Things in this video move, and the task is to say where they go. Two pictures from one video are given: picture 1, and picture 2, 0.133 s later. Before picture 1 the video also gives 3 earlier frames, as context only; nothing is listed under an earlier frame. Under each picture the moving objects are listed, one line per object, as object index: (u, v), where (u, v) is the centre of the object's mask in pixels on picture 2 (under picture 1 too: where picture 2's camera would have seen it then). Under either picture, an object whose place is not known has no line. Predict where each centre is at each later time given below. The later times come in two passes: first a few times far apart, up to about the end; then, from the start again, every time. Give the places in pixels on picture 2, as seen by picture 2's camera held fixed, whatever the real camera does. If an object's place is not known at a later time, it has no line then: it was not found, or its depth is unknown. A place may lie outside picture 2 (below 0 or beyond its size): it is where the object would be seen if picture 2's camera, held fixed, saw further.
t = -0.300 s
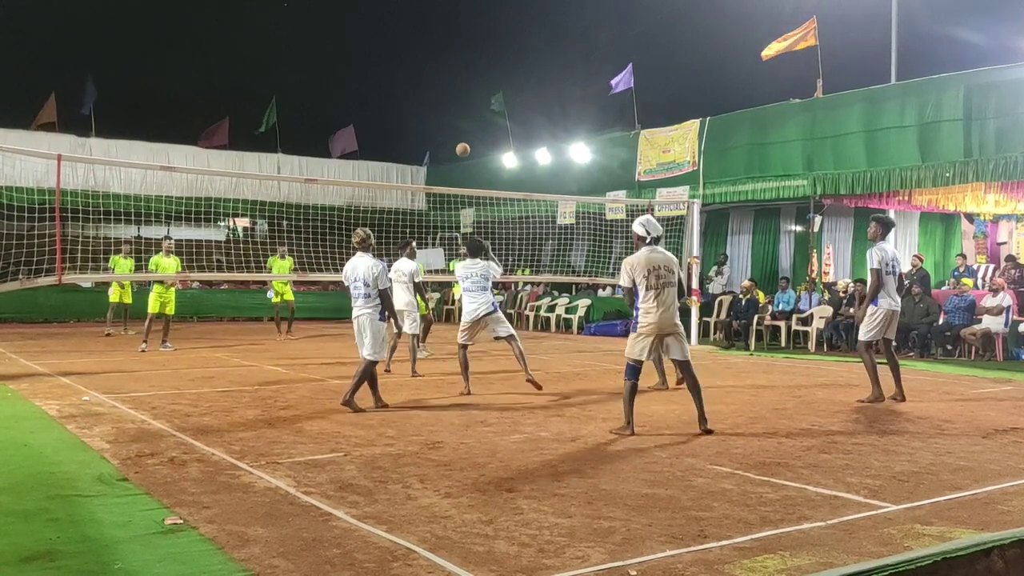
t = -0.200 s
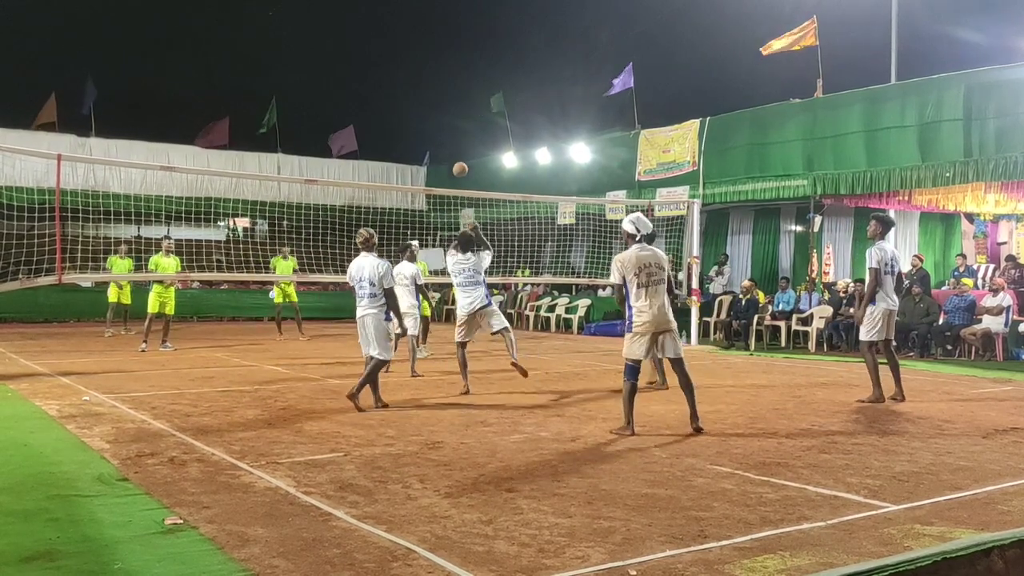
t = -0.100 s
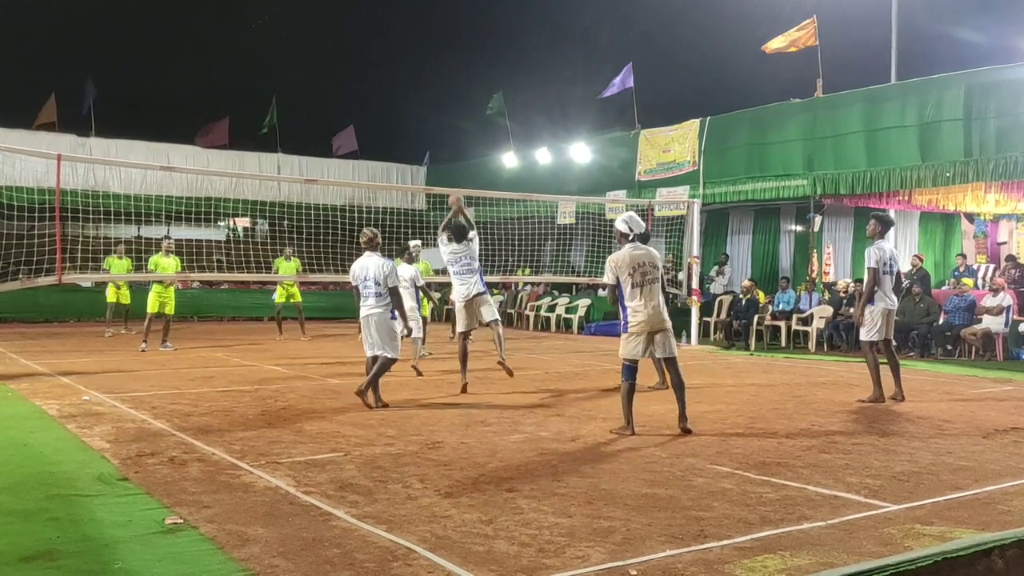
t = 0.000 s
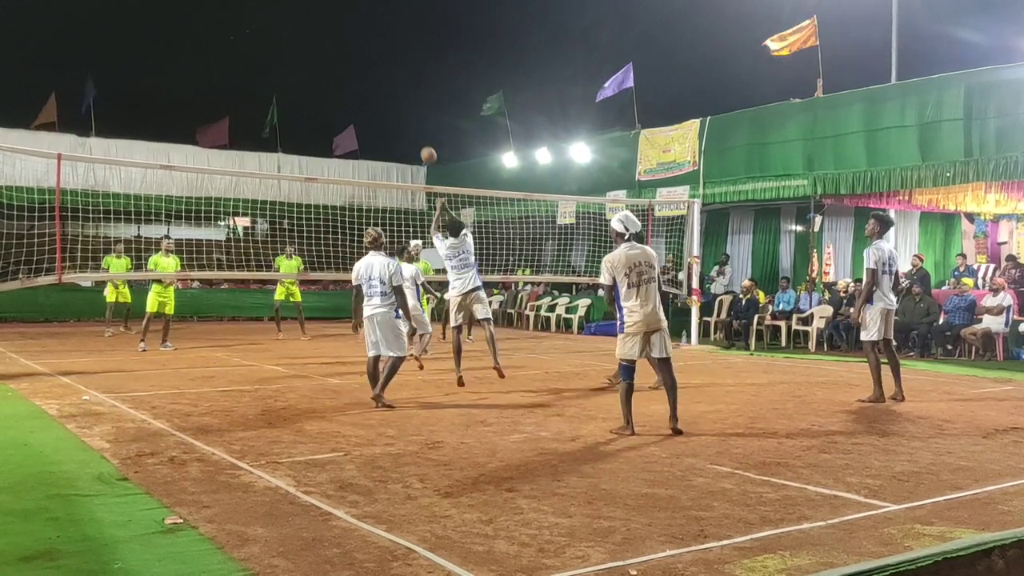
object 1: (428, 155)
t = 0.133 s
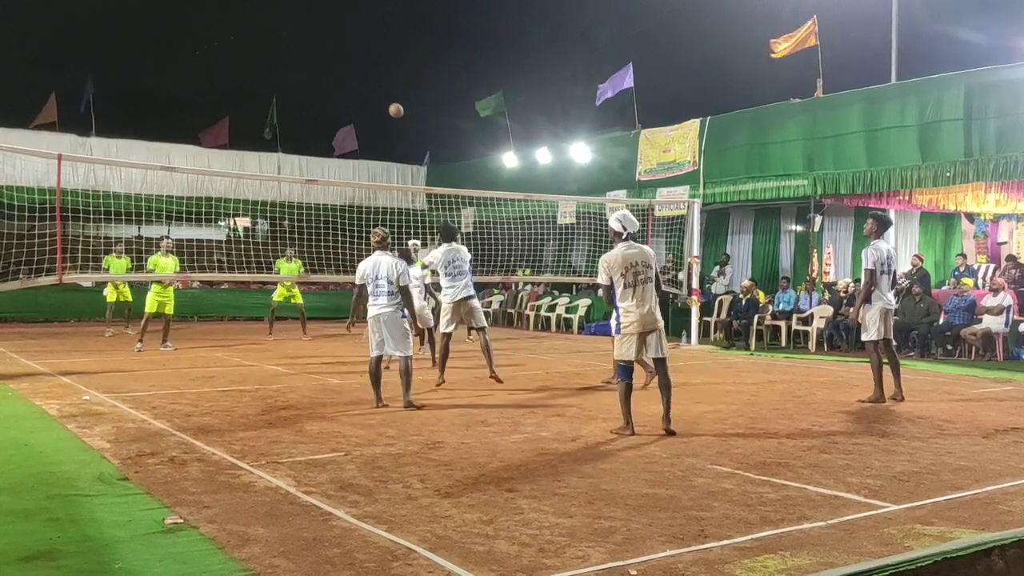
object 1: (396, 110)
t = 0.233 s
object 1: (374, 90)
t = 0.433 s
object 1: (339, 79)
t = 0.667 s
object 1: (306, 100)
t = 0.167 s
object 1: (389, 102)
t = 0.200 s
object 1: (382, 96)
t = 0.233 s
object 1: (374, 90)
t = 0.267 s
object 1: (368, 86)
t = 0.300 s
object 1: (362, 83)
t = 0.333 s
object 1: (356, 81)
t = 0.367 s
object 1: (350, 79)
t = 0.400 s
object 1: (345, 78)
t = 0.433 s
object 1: (339, 79)
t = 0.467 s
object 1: (333, 79)
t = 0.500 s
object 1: (329, 82)
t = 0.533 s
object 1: (324, 84)
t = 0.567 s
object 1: (319, 87)
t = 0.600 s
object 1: (314, 91)
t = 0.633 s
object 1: (310, 95)
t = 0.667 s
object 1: (306, 100)
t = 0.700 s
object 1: (302, 105)
